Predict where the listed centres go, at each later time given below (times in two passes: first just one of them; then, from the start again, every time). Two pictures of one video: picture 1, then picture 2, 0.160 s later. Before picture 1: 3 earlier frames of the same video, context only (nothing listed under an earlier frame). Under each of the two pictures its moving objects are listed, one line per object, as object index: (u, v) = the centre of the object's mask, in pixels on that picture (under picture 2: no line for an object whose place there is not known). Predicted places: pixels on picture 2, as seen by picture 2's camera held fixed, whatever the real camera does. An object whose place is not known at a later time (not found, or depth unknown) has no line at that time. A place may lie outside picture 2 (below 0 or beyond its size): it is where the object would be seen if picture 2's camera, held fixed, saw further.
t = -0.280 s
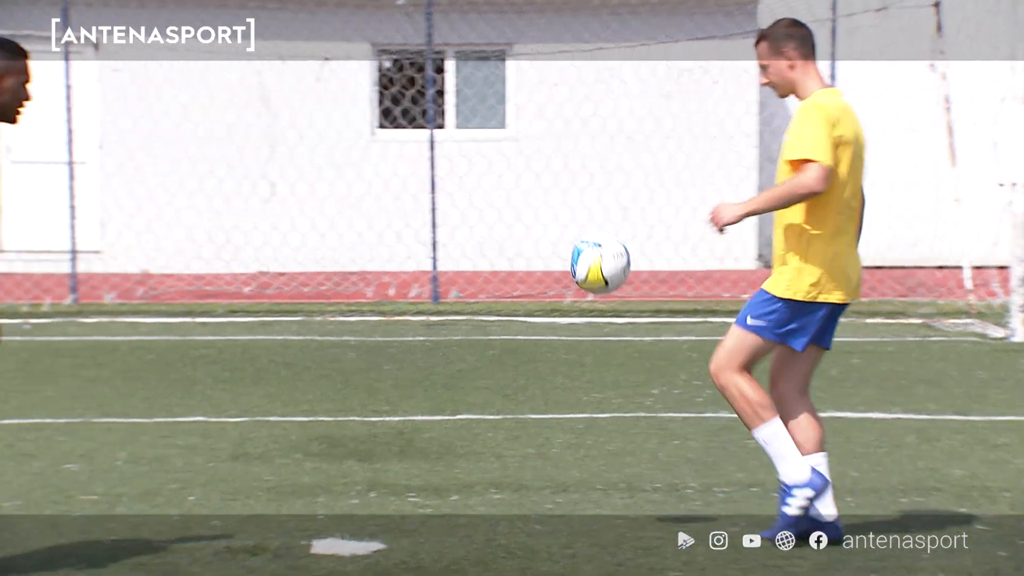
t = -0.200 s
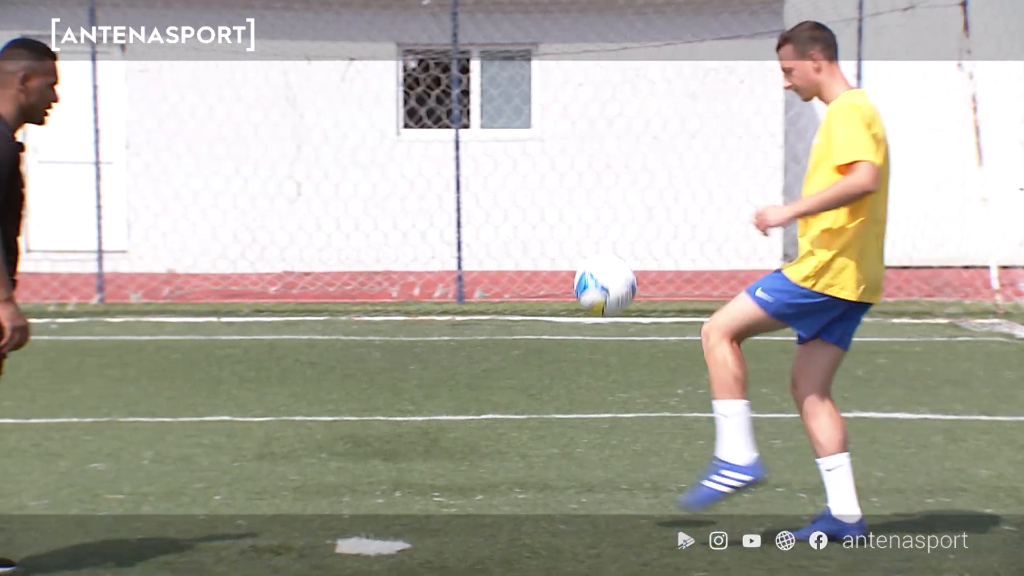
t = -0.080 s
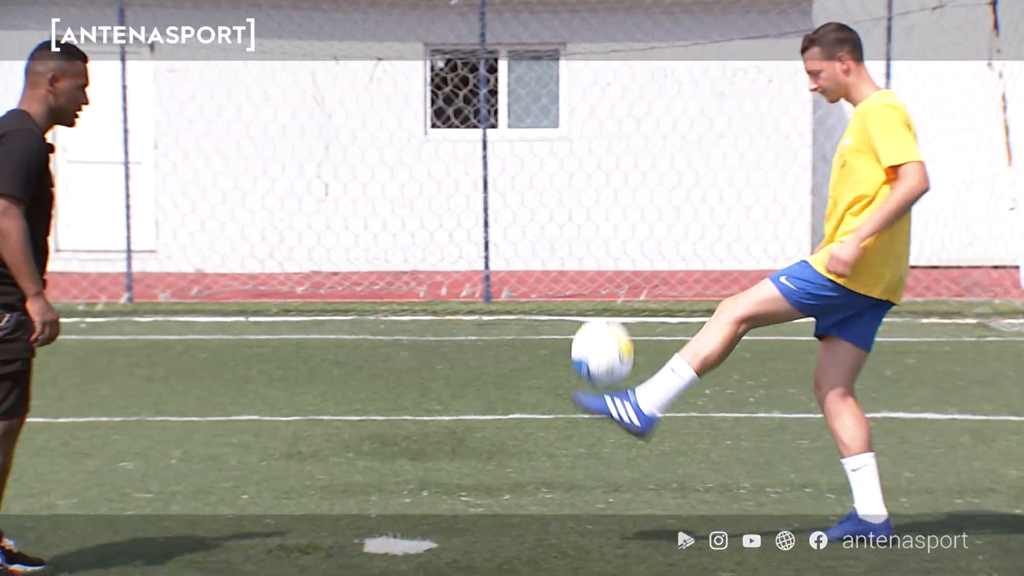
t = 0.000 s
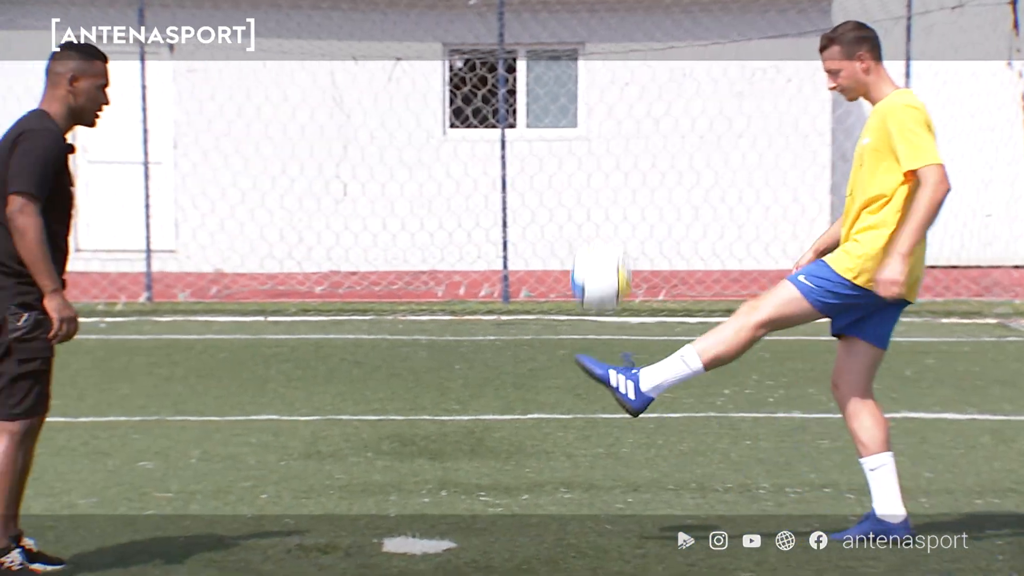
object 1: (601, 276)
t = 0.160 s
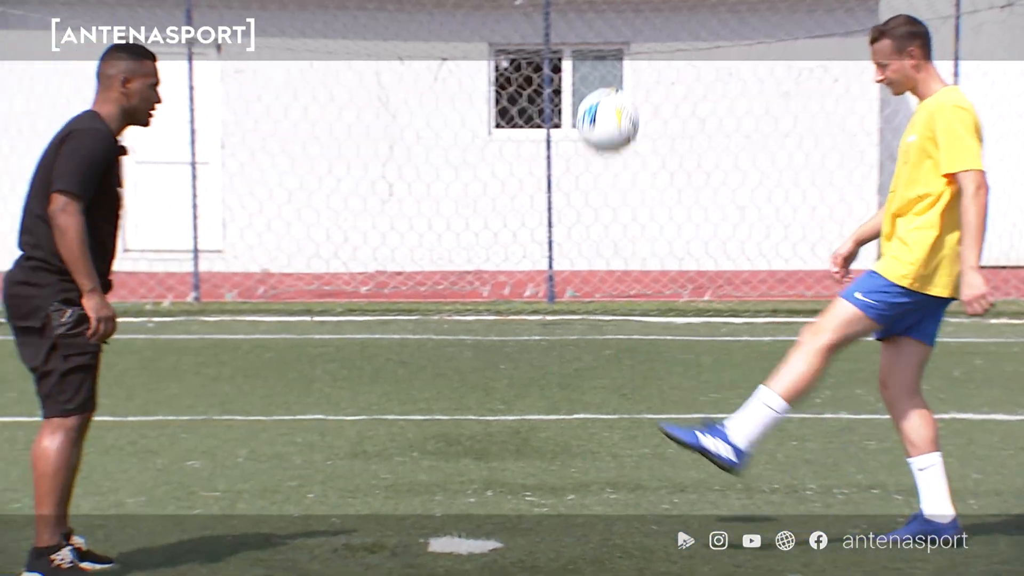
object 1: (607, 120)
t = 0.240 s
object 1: (593, 72)
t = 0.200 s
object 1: (600, 95)
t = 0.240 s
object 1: (593, 72)
